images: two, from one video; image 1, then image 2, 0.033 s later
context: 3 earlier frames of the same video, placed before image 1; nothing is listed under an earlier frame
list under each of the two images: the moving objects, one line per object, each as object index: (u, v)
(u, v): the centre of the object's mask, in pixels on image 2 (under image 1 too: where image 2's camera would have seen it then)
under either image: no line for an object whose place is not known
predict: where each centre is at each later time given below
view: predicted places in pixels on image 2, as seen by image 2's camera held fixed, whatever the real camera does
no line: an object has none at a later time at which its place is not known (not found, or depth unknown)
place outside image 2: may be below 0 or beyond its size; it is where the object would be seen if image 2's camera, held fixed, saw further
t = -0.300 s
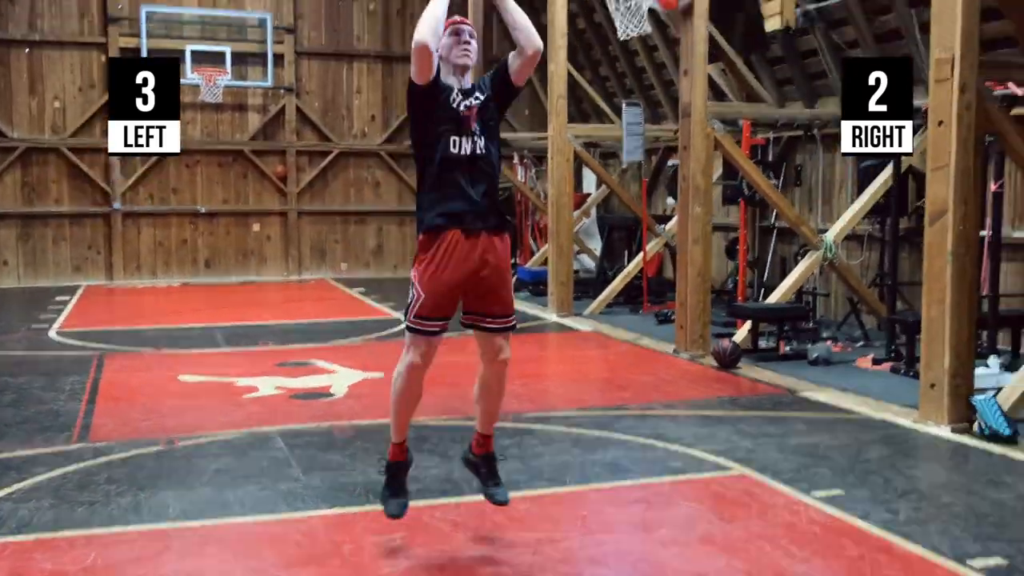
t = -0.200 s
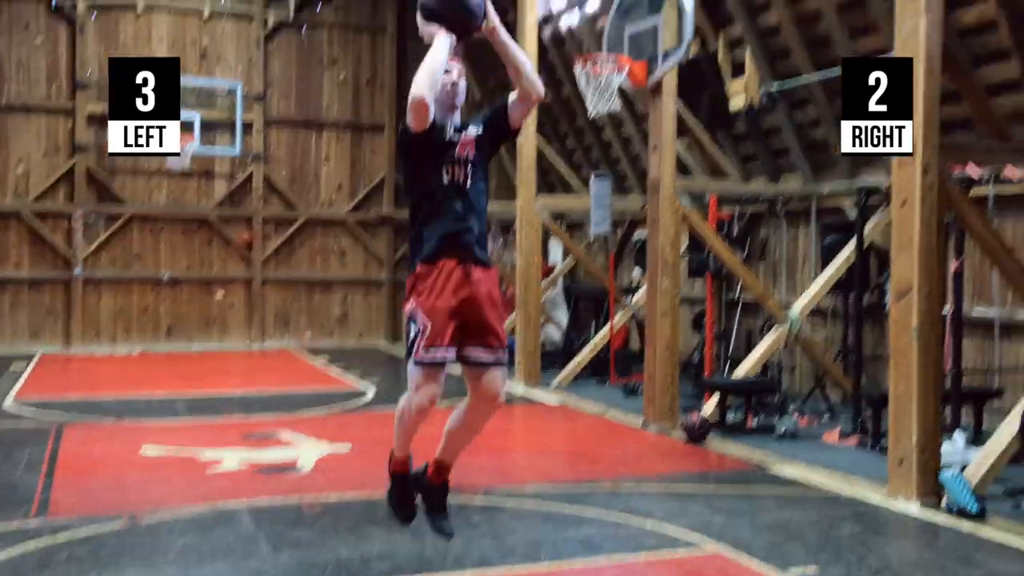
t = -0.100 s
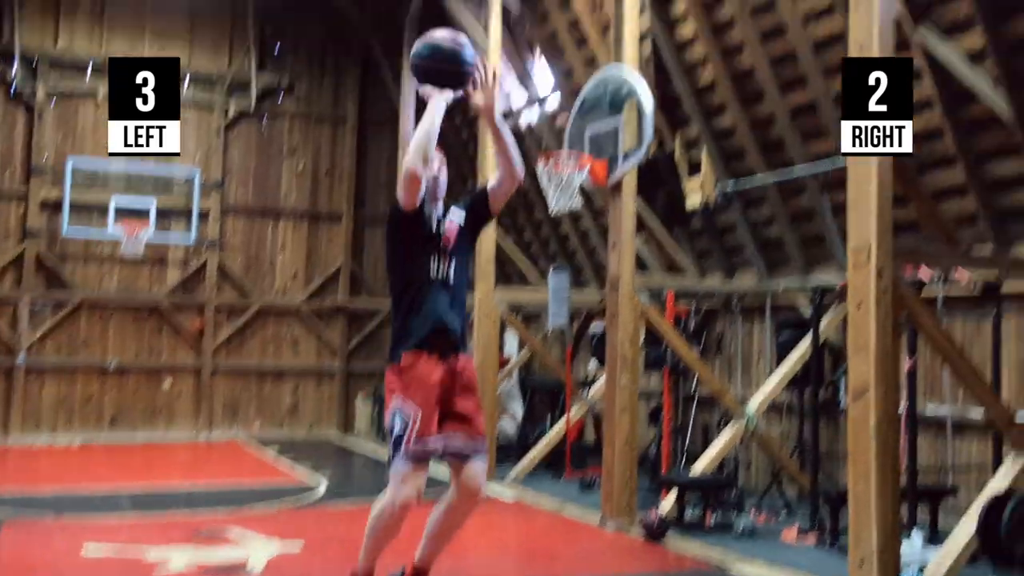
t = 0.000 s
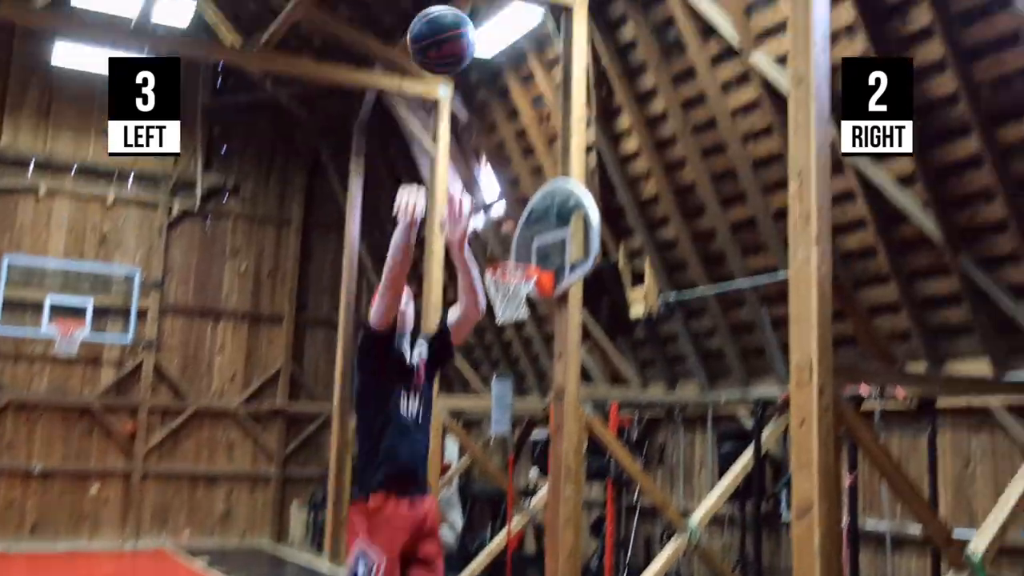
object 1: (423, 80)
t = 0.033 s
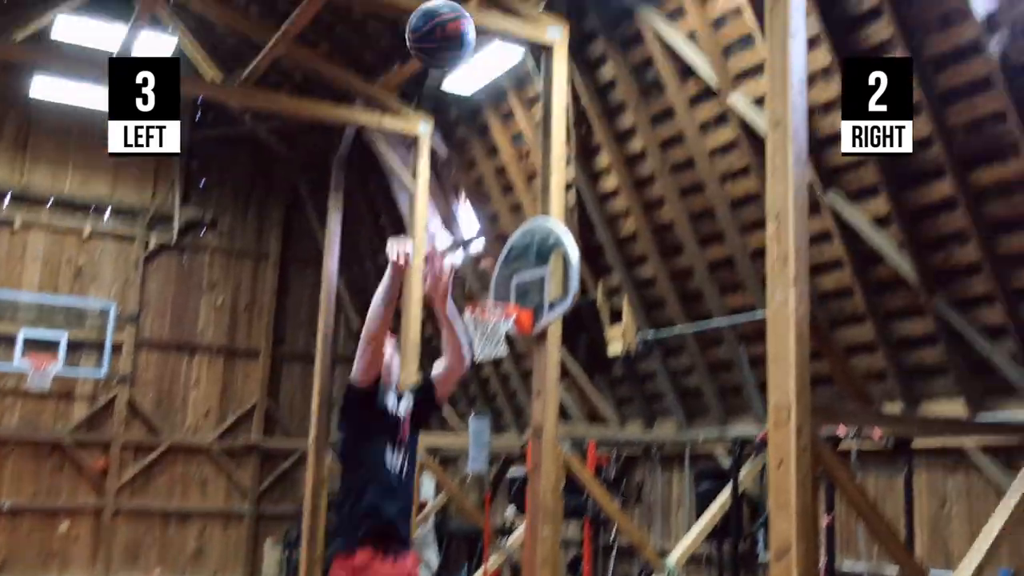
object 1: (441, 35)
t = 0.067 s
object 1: (458, -10)
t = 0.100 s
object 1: (477, -51)
